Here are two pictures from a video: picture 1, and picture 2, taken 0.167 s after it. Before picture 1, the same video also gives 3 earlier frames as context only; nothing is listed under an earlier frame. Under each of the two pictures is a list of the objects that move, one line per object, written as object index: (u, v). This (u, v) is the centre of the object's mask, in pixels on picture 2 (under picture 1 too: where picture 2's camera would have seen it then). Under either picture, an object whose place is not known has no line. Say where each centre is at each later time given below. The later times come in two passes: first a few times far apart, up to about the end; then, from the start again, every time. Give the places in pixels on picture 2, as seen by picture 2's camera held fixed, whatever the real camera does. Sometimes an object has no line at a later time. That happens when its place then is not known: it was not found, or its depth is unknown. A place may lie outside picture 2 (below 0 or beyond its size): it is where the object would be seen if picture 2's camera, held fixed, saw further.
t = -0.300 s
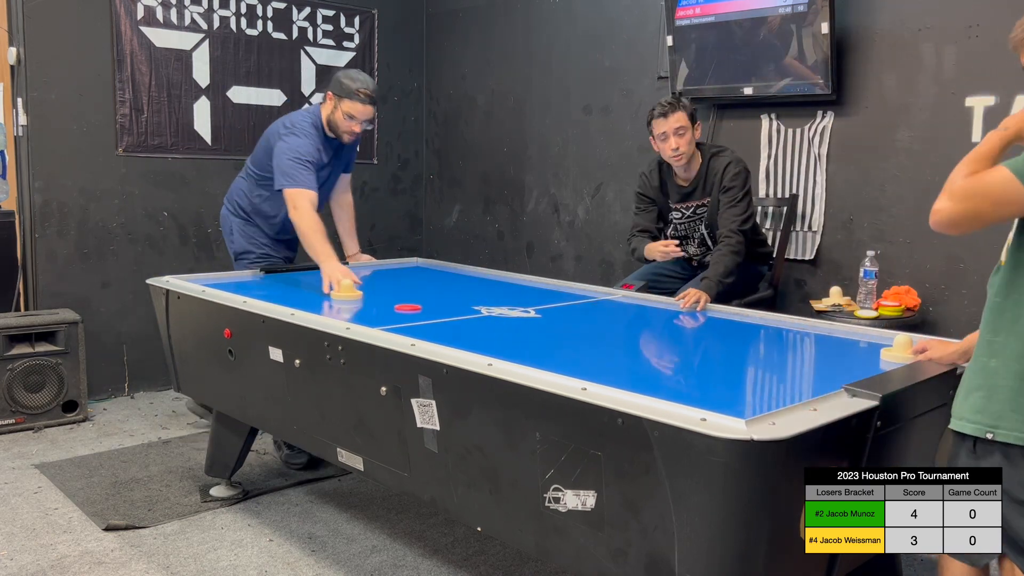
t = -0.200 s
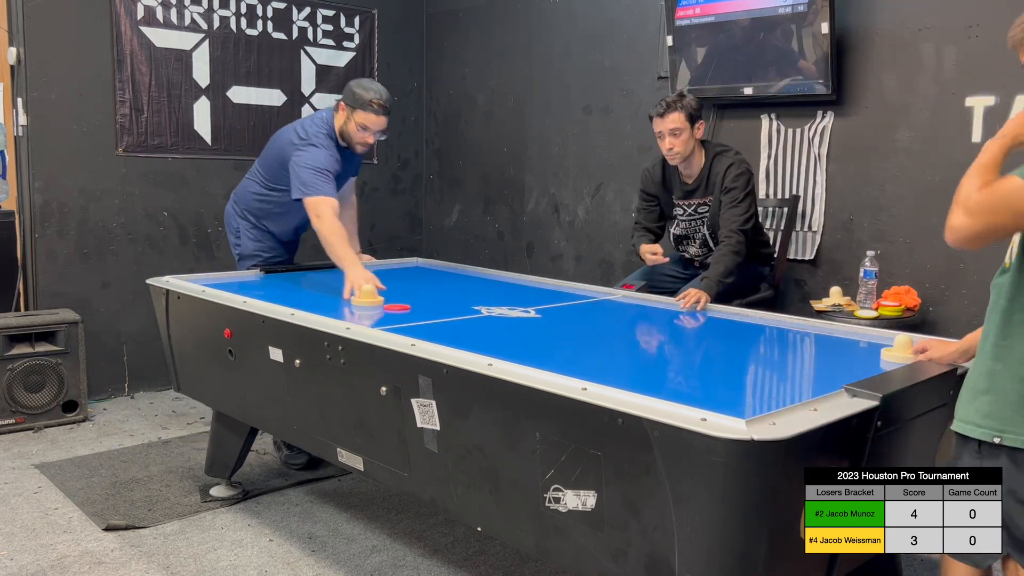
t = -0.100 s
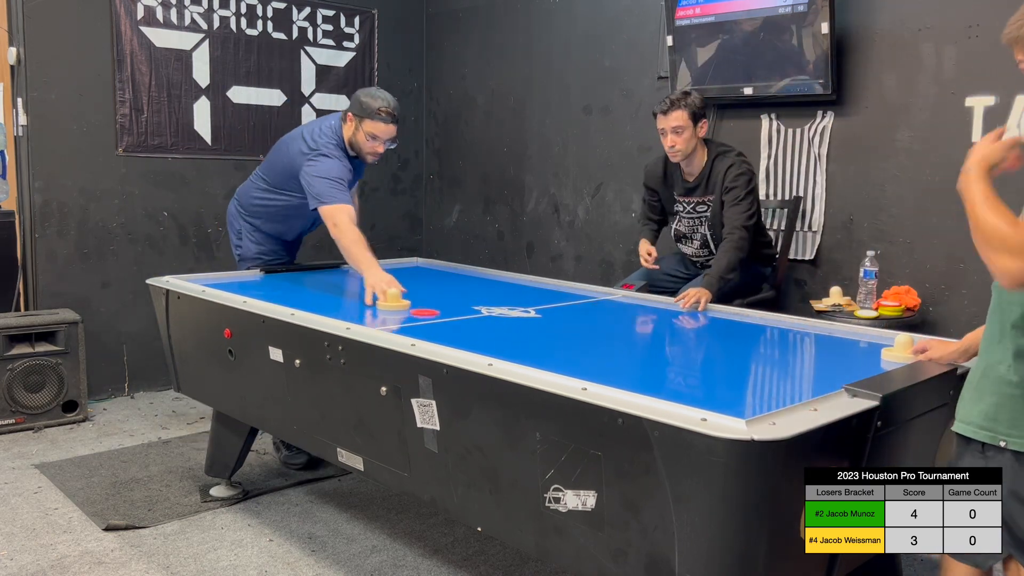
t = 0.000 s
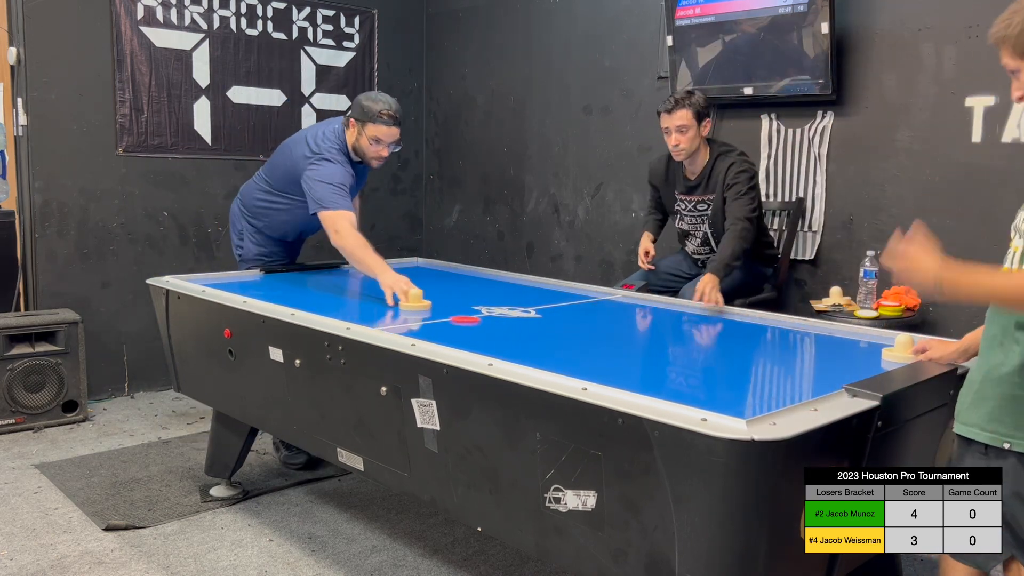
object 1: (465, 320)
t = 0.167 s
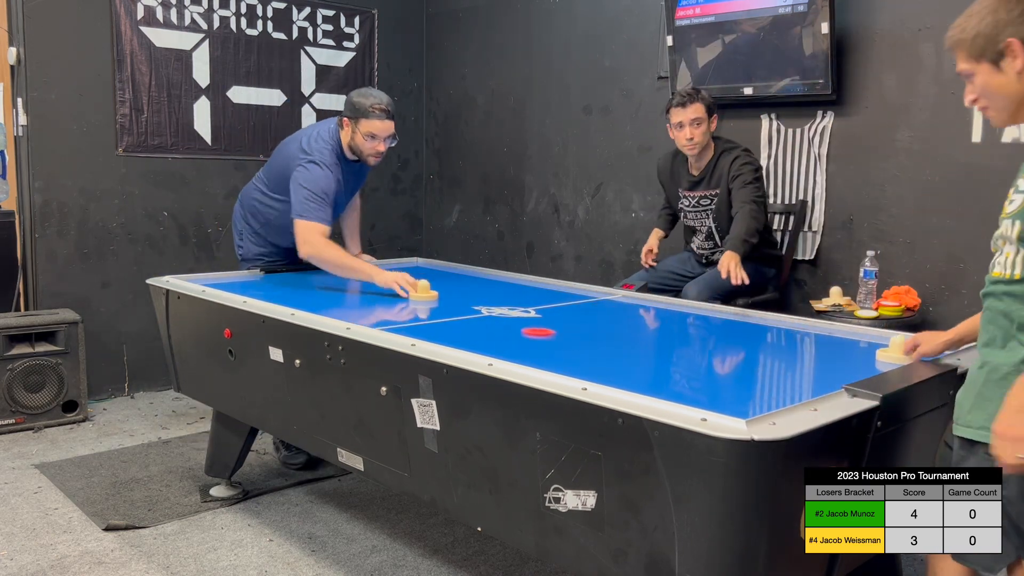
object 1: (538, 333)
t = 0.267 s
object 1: (586, 341)
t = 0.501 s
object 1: (712, 362)
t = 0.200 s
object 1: (554, 336)
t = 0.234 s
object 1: (570, 338)
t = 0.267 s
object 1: (586, 341)
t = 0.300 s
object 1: (603, 344)
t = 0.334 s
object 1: (620, 347)
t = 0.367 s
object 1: (637, 349)
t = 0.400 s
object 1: (655, 352)
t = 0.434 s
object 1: (673, 356)
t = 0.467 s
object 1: (692, 359)
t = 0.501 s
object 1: (712, 362)
